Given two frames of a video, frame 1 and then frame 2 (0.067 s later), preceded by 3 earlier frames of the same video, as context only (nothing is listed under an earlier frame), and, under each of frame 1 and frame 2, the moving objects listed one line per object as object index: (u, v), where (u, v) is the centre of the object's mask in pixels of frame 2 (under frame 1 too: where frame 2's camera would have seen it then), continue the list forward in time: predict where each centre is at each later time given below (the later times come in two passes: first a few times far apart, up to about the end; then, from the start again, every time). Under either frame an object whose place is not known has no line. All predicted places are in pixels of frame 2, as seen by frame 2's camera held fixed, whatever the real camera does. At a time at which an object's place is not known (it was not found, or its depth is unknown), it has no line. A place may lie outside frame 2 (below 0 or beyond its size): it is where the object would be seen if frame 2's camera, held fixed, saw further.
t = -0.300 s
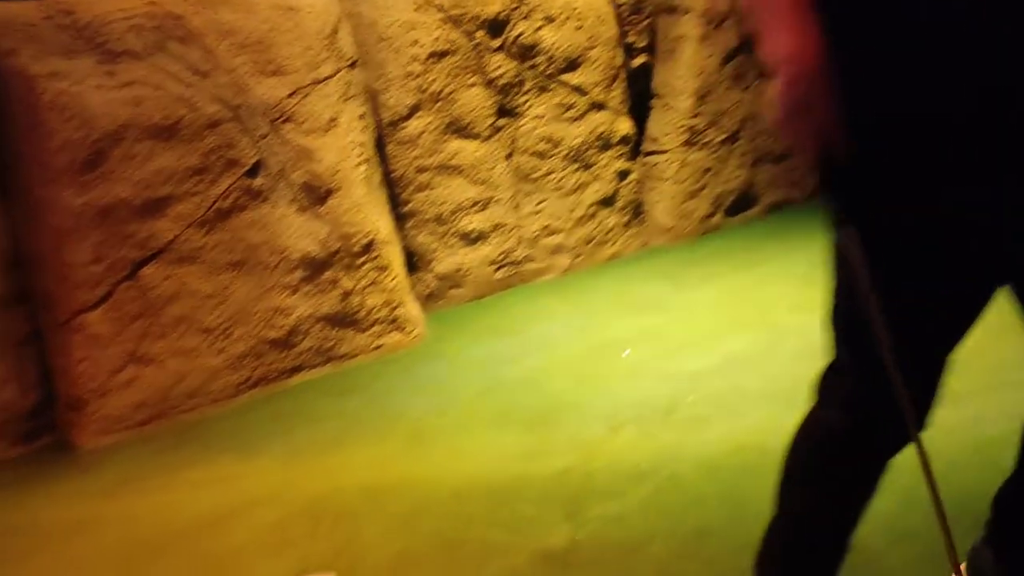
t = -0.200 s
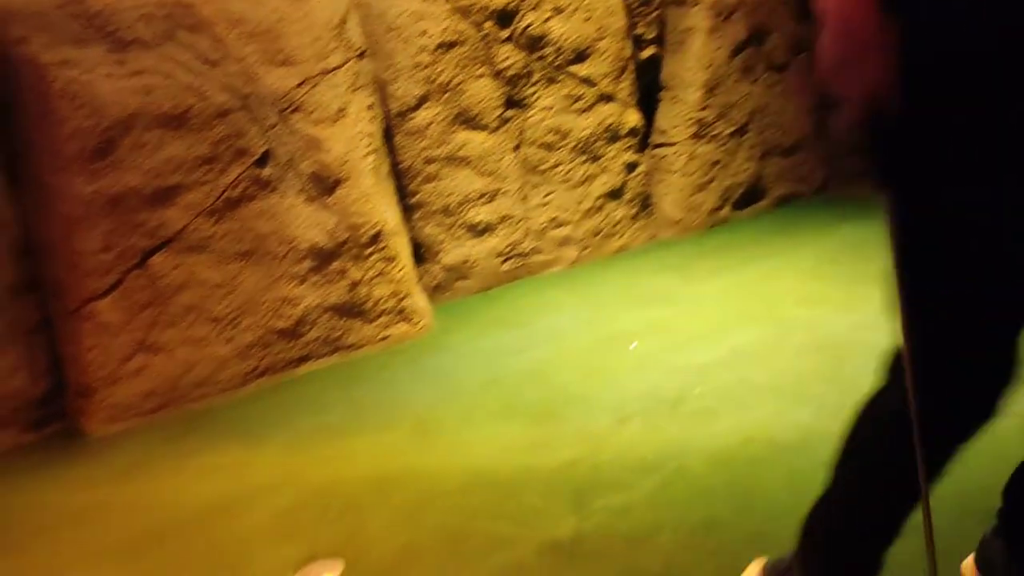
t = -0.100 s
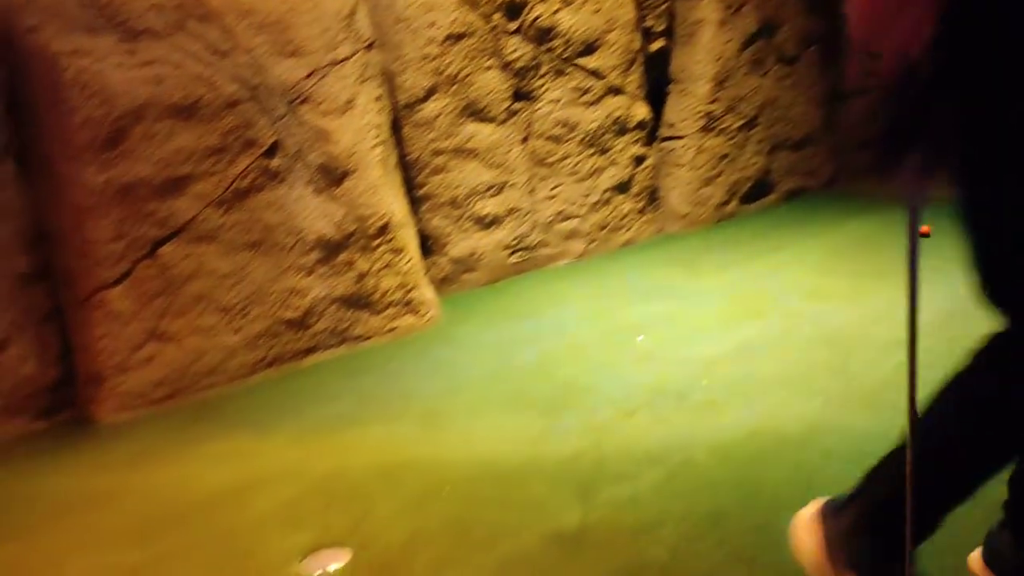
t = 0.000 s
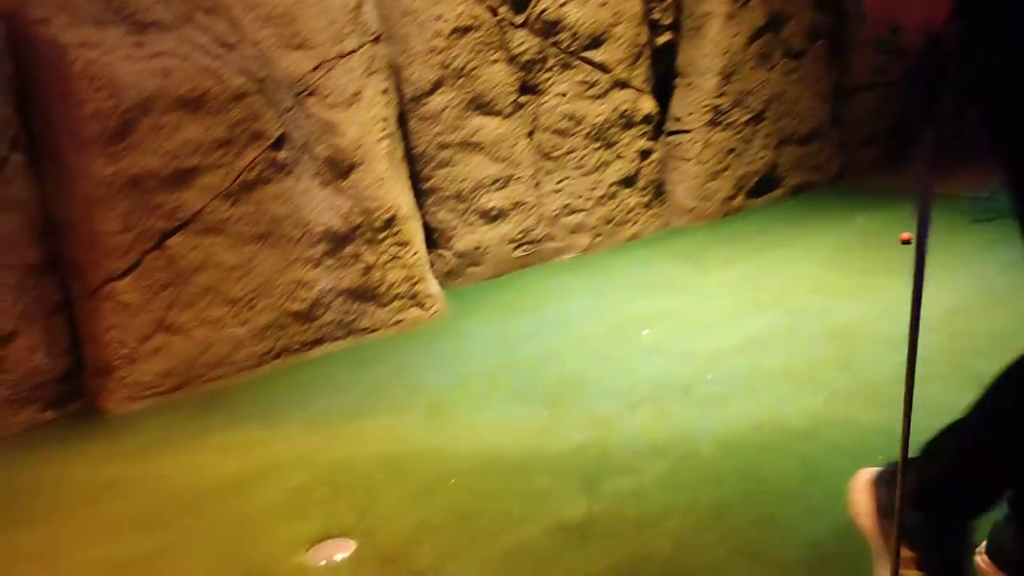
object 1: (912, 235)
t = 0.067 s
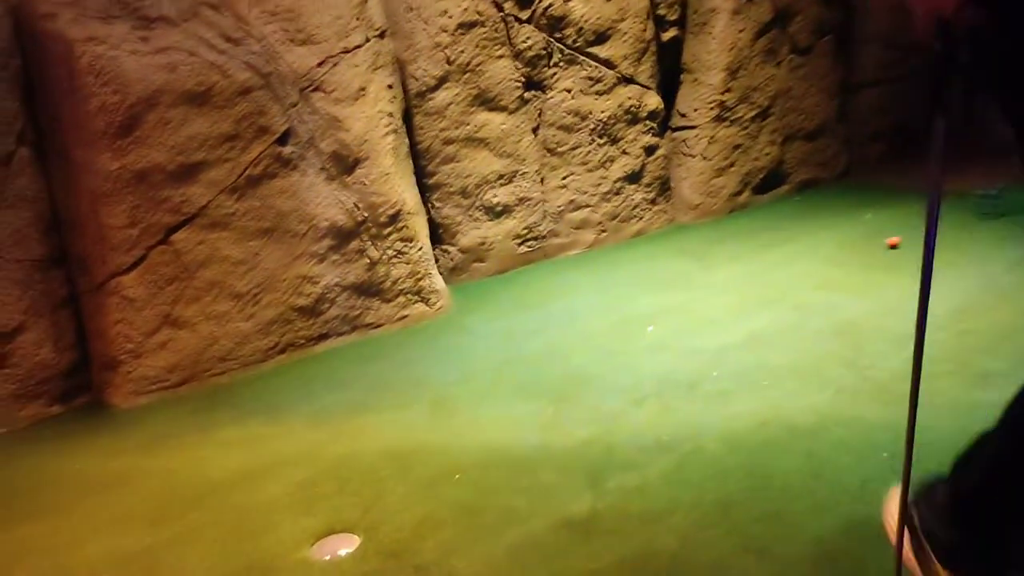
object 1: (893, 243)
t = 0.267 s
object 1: (835, 267)
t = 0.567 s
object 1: (740, 308)
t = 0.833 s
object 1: (648, 345)
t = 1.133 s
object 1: (532, 392)
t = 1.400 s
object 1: (421, 422)
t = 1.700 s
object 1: (308, 444)
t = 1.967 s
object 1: (218, 453)
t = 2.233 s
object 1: (149, 448)
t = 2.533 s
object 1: (103, 434)
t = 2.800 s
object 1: (84, 412)
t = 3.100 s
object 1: (92, 398)
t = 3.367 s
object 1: (89, 399)
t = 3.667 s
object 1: (90, 399)
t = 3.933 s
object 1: (89, 399)
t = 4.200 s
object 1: (90, 399)
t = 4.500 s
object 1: (90, 399)
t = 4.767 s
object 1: (90, 399)
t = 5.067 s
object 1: (89, 399)
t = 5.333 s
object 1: (89, 399)
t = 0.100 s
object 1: (883, 246)
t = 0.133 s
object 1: (873, 251)
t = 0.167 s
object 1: (864, 255)
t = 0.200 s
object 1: (854, 259)
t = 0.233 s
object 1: (844, 263)
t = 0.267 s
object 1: (835, 267)
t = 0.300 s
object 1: (825, 271)
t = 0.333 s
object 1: (814, 276)
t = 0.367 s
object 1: (804, 280)
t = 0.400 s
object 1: (794, 285)
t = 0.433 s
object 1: (784, 289)
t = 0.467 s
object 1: (774, 294)
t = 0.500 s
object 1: (762, 298)
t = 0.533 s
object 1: (751, 303)
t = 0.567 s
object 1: (740, 308)
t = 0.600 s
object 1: (729, 312)
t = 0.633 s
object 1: (718, 317)
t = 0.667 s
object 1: (707, 322)
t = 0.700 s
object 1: (695, 327)
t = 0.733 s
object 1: (684, 331)
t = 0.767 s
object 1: (672, 336)
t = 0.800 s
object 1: (660, 341)
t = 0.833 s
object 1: (648, 345)
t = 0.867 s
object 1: (636, 351)
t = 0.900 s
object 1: (624, 356)
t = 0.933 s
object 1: (611, 361)
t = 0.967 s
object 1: (598, 366)
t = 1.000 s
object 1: (585, 371)
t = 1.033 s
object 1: (572, 376)
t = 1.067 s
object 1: (559, 382)
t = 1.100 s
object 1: (545, 387)
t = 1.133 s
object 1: (532, 392)
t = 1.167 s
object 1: (518, 398)
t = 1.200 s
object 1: (504, 402)
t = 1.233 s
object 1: (490, 406)
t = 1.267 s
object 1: (476, 409)
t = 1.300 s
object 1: (462, 412)
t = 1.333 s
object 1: (449, 416)
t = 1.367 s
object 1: (435, 419)
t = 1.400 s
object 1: (421, 422)
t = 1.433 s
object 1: (409, 424)
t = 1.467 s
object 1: (395, 427)
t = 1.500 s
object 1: (382, 431)
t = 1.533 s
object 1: (369, 433)
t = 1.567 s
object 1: (357, 435)
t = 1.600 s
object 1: (345, 437)
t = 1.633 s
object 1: (332, 440)
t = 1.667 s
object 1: (320, 442)
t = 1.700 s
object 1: (308, 444)
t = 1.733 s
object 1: (296, 446)
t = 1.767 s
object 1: (284, 448)
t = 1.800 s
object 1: (273, 449)
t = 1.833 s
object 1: (261, 450)
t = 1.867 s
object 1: (250, 451)
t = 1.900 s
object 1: (239, 452)
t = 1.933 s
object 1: (228, 452)
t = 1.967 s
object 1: (218, 453)
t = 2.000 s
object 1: (208, 453)
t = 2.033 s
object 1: (199, 452)
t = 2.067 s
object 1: (189, 452)
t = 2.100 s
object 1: (180, 452)
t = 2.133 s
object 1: (172, 451)
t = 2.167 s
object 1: (164, 450)
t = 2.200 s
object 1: (156, 449)
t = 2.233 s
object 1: (149, 448)
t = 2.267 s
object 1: (142, 447)
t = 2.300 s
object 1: (137, 446)
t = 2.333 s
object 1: (130, 445)
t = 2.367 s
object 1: (125, 443)
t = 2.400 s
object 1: (119, 441)
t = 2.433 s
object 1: (114, 439)
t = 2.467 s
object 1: (110, 437)
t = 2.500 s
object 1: (106, 436)
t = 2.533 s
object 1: (103, 434)
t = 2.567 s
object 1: (100, 432)
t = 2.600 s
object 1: (97, 429)
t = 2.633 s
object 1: (94, 427)
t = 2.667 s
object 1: (92, 424)
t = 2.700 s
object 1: (90, 421)
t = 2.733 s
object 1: (88, 418)
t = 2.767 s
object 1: (86, 416)
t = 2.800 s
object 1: (84, 412)
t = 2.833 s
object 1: (82, 409)
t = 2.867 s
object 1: (80, 407)
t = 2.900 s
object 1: (79, 404)
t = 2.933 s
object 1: (78, 401)
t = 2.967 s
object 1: (81, 399)
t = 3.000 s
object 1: (84, 399)
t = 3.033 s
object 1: (88, 400)
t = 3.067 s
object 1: (91, 399)
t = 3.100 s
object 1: (92, 398)
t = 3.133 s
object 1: (92, 398)
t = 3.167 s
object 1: (92, 398)
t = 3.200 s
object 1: (91, 398)
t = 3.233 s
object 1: (90, 398)
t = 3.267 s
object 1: (90, 399)
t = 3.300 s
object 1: (89, 399)
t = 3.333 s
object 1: (89, 399)
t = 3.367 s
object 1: (89, 399)
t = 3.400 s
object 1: (89, 399)
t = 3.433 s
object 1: (89, 399)
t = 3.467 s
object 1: (90, 399)
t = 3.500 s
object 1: (90, 399)
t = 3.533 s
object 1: (90, 399)
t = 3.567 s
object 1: (90, 399)
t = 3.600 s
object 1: (90, 399)
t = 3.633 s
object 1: (89, 399)
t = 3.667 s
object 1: (90, 399)
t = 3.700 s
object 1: (89, 399)
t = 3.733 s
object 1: (89, 399)
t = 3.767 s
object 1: (89, 399)
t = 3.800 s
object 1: (88, 399)
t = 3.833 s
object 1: (89, 399)
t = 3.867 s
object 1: (89, 398)
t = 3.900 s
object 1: (88, 399)
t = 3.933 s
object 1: (89, 399)
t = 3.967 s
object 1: (89, 399)
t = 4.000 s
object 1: (89, 399)
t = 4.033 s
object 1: (89, 399)
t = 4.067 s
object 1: (89, 398)
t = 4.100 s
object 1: (89, 399)
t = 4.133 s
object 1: (89, 399)
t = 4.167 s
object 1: (89, 398)
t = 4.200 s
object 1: (90, 399)
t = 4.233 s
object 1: (90, 399)
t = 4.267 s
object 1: (90, 399)
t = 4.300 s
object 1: (90, 398)
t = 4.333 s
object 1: (90, 398)
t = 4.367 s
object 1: (90, 398)
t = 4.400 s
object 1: (90, 398)
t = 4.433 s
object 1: (90, 399)
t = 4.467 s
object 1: (90, 398)
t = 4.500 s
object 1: (90, 399)
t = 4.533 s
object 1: (90, 399)
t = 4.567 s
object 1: (90, 399)
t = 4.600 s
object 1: (90, 399)
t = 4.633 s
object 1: (90, 399)
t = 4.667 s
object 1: (91, 399)
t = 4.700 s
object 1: (90, 399)
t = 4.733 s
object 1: (90, 399)
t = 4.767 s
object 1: (90, 399)
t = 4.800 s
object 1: (90, 399)
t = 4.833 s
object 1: (90, 399)
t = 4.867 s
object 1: (90, 399)
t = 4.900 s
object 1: (89, 399)
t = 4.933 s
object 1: (89, 399)
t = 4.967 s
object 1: (89, 399)
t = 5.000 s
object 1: (89, 399)
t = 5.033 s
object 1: (89, 399)
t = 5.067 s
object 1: (89, 399)
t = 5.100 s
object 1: (89, 399)
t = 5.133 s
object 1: (89, 399)
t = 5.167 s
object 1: (89, 399)
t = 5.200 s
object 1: (89, 399)
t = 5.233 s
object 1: (89, 399)
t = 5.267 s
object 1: (89, 399)
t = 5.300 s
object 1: (89, 399)
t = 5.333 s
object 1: (89, 399)
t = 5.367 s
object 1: (89, 399)
